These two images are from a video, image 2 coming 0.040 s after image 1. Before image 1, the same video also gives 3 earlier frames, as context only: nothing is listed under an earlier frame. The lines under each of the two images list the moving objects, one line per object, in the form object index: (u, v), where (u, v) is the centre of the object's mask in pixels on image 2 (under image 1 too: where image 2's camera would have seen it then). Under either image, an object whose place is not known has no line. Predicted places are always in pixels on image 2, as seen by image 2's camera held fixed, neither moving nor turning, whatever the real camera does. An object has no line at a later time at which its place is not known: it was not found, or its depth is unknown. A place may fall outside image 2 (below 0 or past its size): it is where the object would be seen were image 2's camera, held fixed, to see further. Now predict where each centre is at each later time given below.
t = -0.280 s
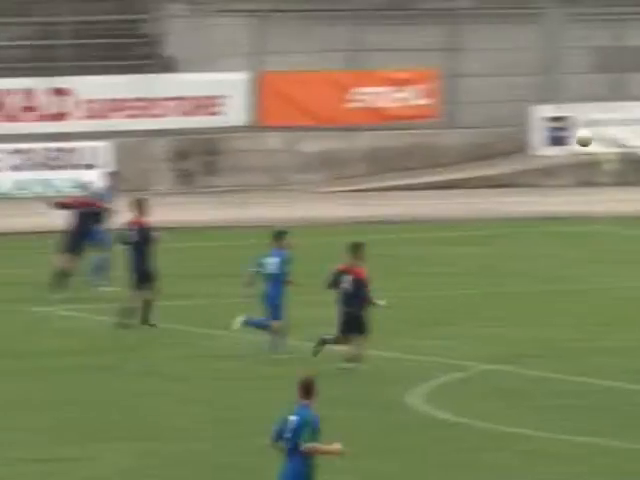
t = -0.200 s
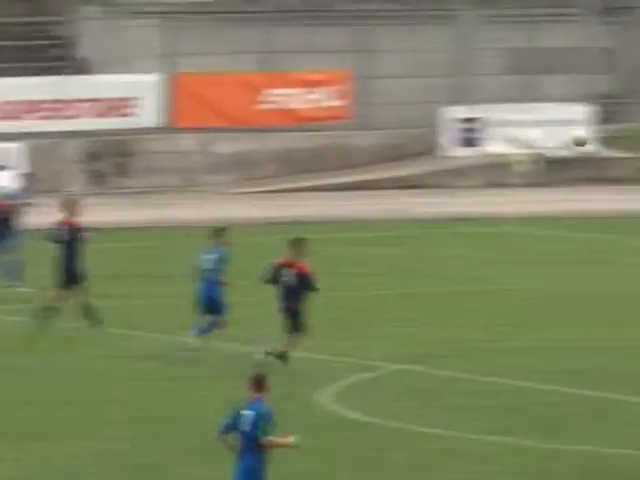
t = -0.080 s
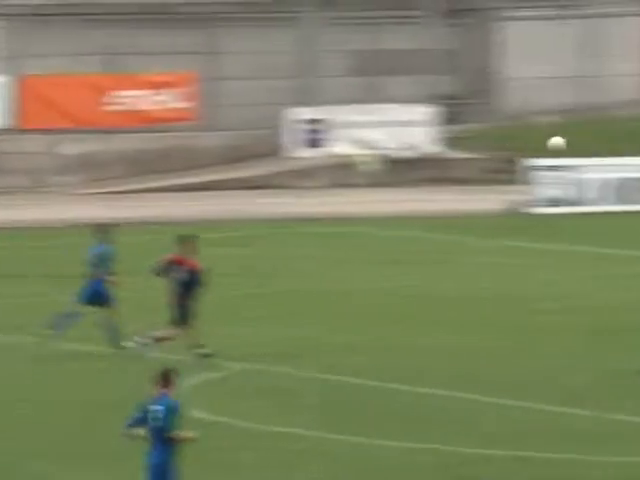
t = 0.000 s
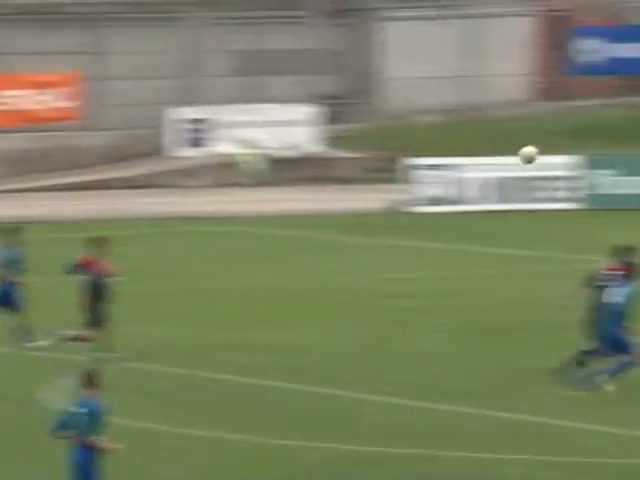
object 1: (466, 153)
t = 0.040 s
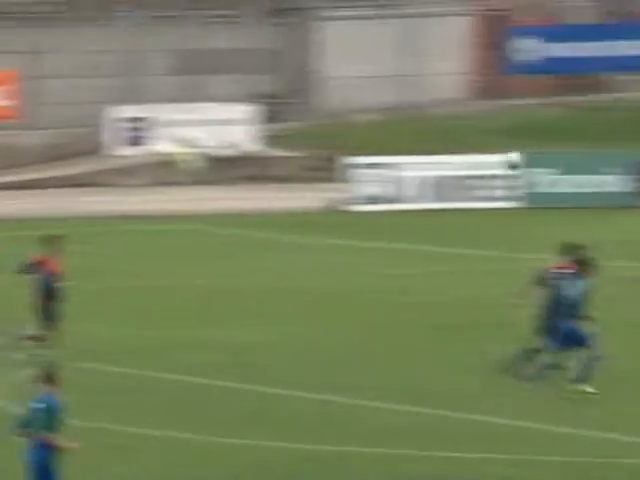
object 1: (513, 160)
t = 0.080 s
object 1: (559, 168)
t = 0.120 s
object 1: (607, 177)
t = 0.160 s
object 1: (656, 188)
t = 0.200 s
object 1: (706, 200)
